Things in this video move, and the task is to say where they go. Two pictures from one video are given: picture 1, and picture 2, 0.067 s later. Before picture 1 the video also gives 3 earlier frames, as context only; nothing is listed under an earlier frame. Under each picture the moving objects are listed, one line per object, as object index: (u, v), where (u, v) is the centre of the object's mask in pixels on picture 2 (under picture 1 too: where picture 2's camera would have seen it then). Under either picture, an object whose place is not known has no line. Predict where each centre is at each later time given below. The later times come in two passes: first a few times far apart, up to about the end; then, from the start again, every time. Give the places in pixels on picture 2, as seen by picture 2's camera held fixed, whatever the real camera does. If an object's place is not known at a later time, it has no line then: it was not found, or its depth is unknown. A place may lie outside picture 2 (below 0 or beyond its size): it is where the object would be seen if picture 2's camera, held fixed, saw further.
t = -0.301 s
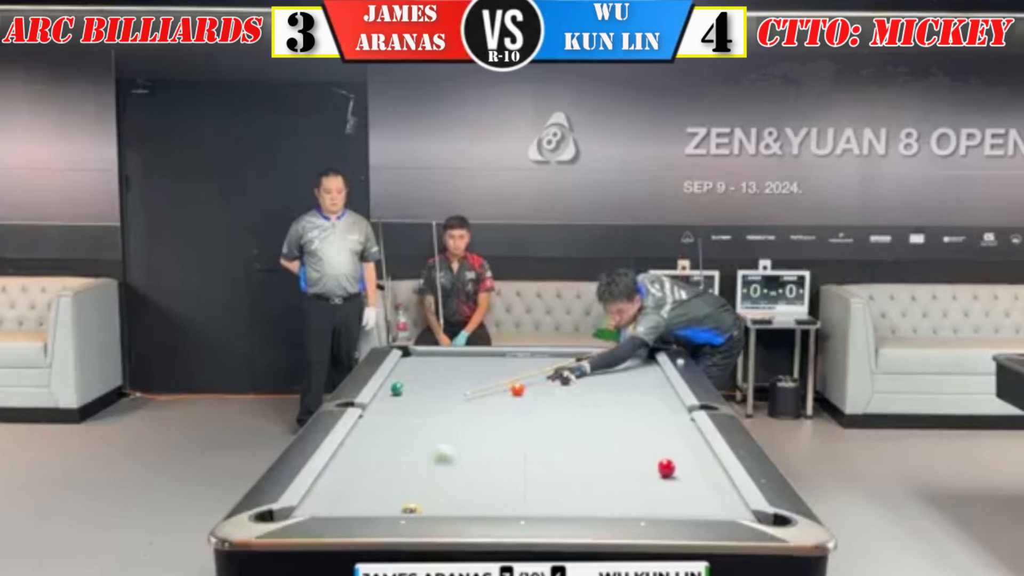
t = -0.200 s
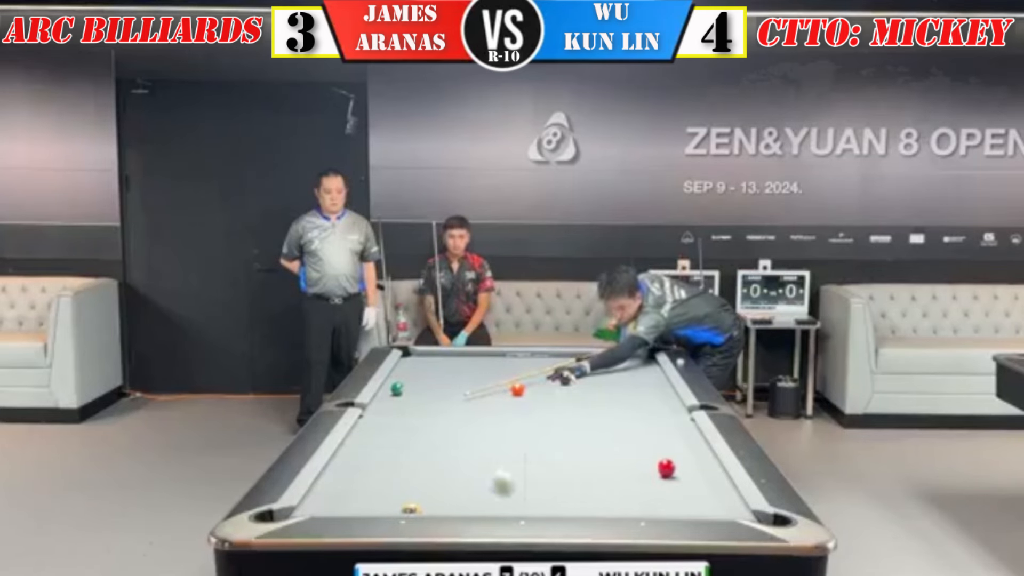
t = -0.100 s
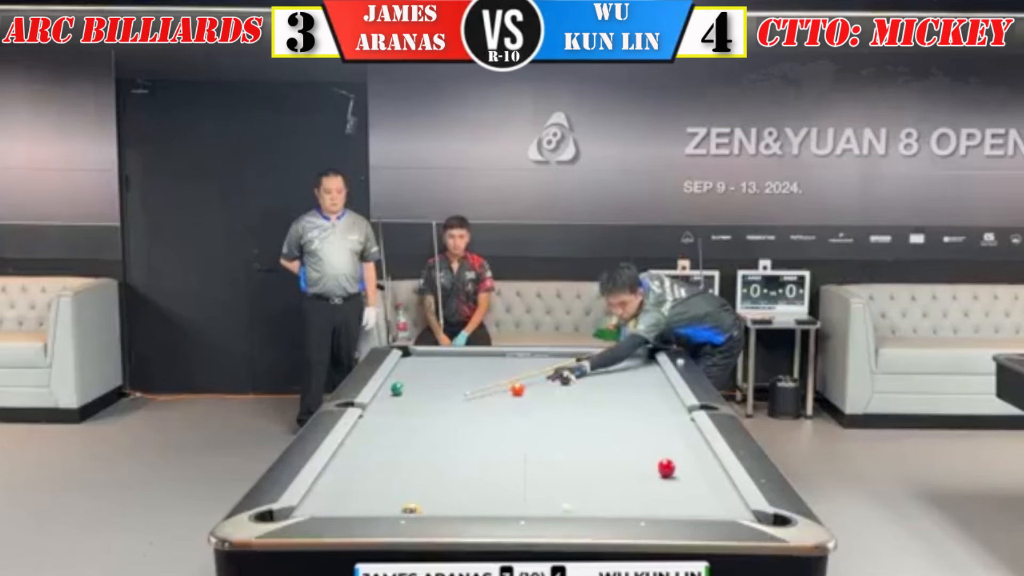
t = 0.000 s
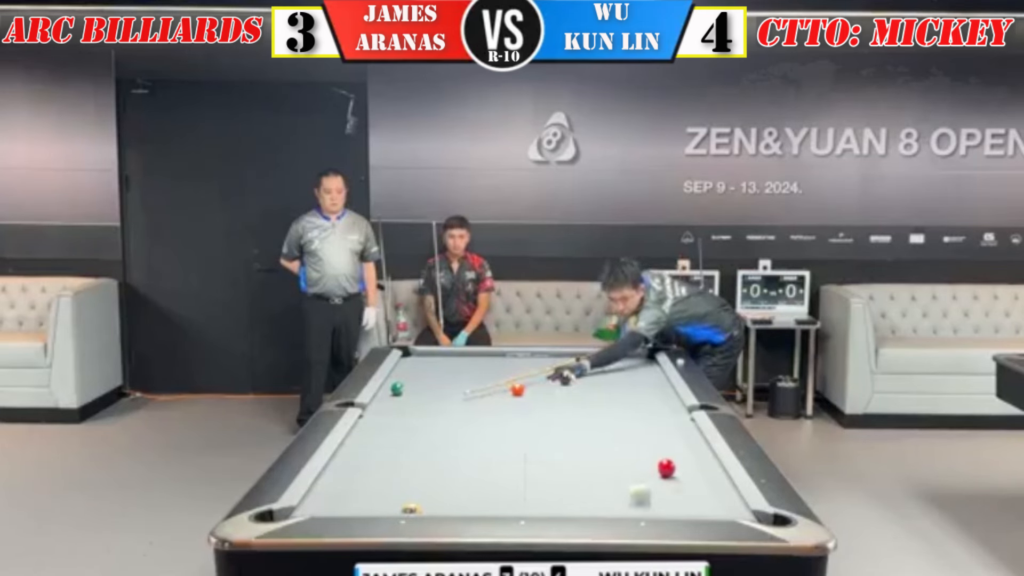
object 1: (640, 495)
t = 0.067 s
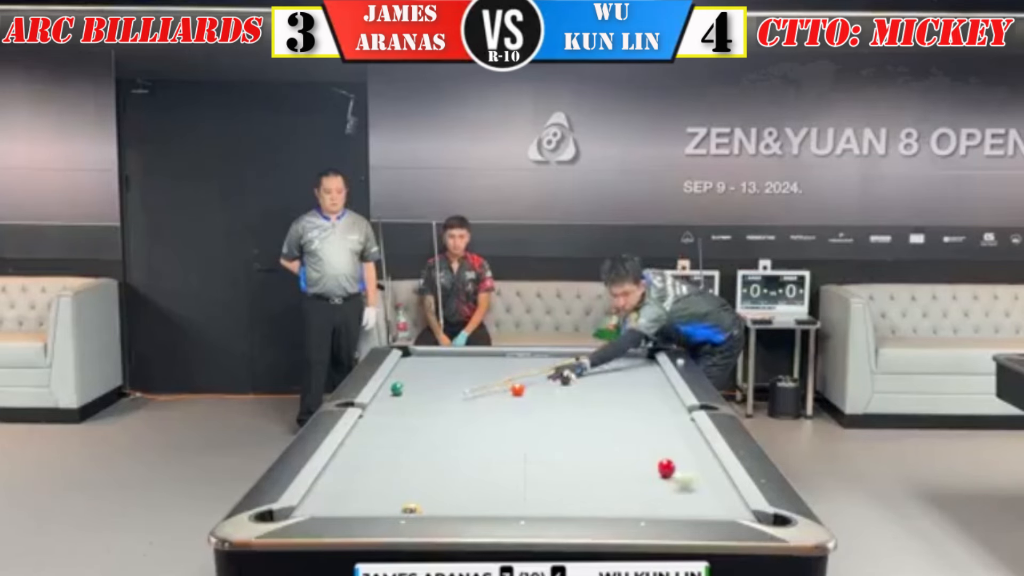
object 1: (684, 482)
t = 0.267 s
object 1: (640, 447)
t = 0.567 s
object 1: (532, 411)
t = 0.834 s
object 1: (464, 386)
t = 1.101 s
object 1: (407, 366)
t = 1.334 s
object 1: (432, 357)
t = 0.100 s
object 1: (704, 475)
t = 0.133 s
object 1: (712, 469)
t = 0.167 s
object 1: (694, 463)
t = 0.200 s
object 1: (675, 456)
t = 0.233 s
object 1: (655, 452)
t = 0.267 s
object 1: (640, 447)
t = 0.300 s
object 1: (624, 442)
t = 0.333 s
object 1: (610, 438)
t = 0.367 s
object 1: (597, 434)
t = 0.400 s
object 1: (585, 429)
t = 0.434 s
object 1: (573, 425)
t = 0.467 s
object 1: (562, 422)
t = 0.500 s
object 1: (552, 418)
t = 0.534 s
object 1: (543, 415)
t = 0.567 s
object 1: (532, 411)
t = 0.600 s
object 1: (525, 408)
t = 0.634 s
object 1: (514, 405)
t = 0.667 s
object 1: (504, 401)
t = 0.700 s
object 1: (496, 398)
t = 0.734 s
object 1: (488, 395)
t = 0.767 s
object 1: (479, 392)
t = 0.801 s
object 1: (471, 389)
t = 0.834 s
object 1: (464, 386)
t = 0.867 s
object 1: (456, 384)
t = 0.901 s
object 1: (449, 381)
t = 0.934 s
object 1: (441, 378)
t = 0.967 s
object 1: (435, 376)
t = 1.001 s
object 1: (427, 374)
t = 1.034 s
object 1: (419, 370)
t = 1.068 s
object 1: (414, 369)
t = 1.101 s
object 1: (407, 366)
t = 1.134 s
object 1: (402, 364)
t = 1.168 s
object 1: (406, 363)
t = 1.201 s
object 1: (412, 362)
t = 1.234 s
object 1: (418, 361)
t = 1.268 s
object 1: (423, 359)
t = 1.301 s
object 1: (428, 358)
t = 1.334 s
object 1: (432, 357)
